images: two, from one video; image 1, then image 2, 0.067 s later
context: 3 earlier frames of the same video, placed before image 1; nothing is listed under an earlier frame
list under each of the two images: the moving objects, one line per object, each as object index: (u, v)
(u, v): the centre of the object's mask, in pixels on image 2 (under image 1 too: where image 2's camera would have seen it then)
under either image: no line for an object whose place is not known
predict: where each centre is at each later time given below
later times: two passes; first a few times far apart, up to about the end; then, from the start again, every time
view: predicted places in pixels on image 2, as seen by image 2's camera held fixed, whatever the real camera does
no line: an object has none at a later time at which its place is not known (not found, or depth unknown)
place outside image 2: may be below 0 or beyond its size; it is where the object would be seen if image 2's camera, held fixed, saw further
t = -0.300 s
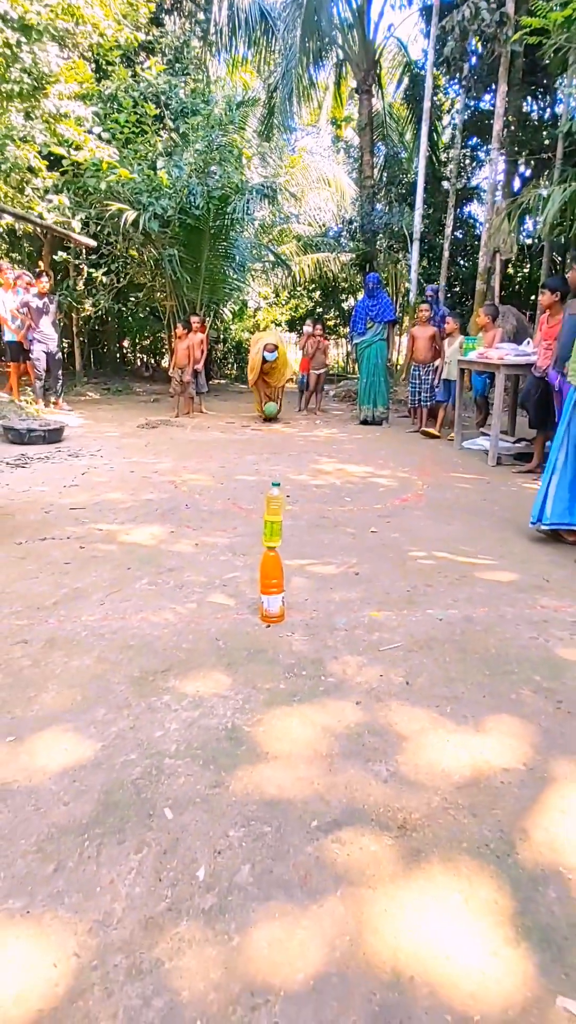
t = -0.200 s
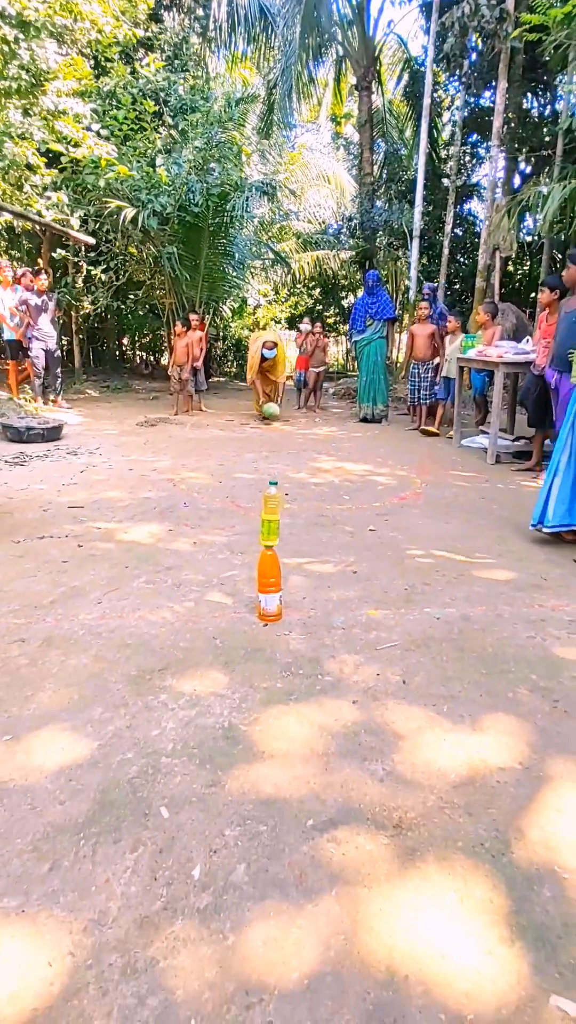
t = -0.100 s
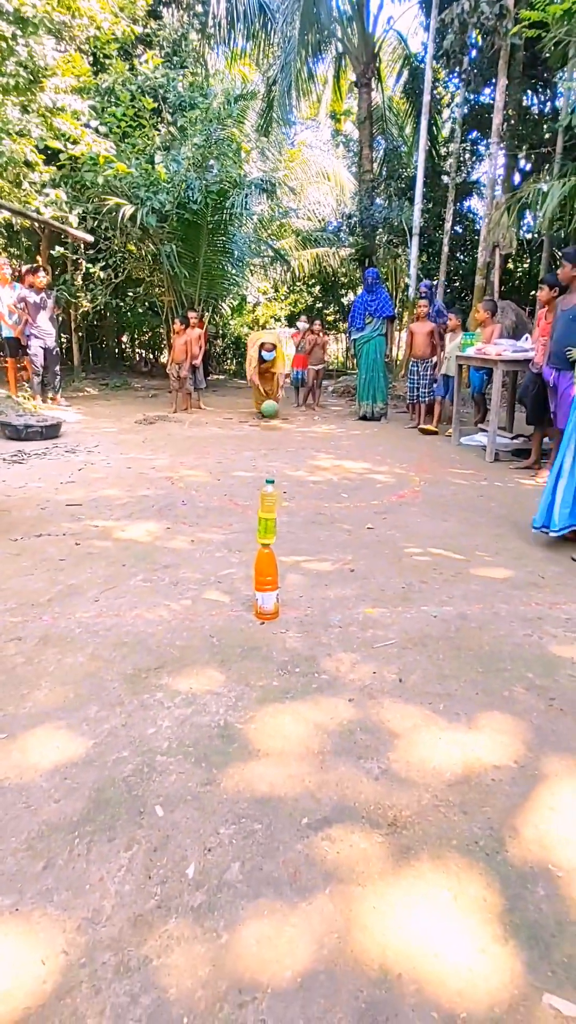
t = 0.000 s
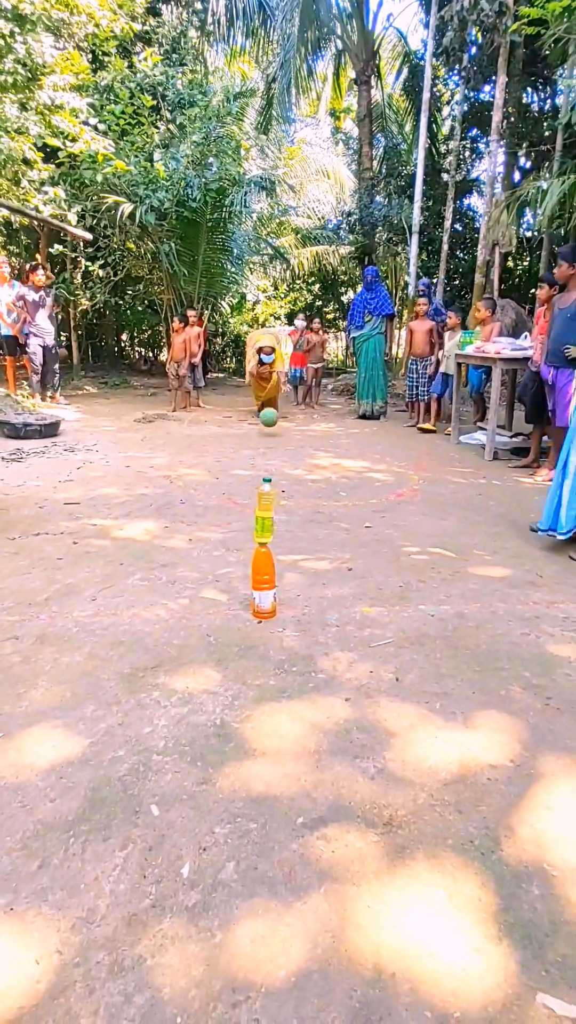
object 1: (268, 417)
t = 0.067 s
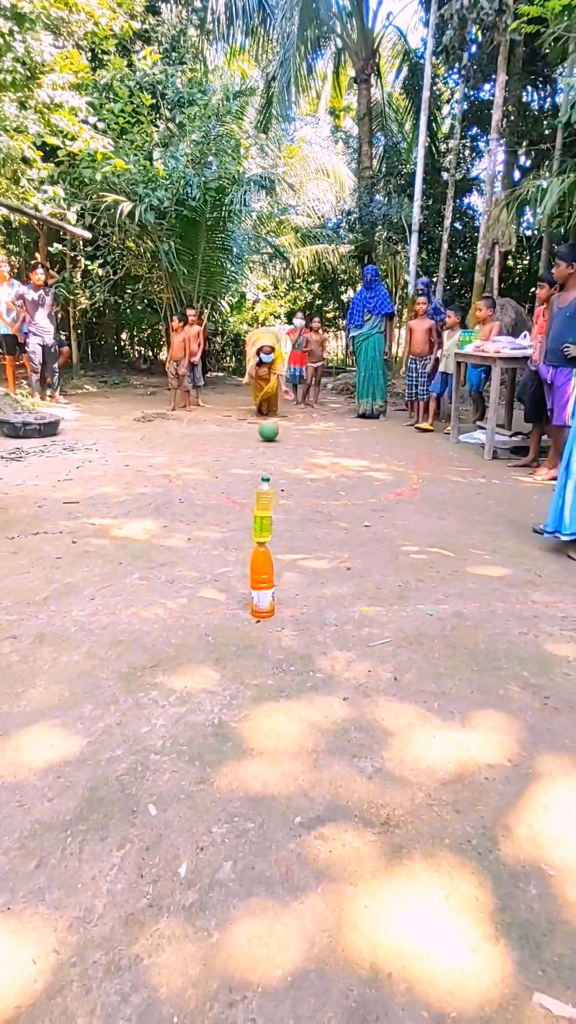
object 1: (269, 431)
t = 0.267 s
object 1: (265, 437)
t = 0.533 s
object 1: (260, 466)
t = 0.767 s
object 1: (245, 490)
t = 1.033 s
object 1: (231, 531)
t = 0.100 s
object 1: (268, 433)
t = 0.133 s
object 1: (267, 432)
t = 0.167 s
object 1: (267, 431)
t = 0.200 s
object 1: (266, 431)
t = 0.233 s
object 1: (266, 433)
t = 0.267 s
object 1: (265, 437)
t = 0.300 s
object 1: (264, 442)
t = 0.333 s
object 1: (263, 449)
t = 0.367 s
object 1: (263, 450)
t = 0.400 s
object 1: (262, 450)
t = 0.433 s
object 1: (261, 452)
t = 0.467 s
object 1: (260, 456)
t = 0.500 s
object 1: (260, 461)
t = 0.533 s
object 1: (260, 466)
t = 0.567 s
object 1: (258, 467)
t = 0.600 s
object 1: (257, 469)
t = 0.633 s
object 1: (255, 474)
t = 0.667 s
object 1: (253, 477)
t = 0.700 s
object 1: (250, 479)
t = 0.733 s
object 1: (246, 485)
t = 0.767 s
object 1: (245, 490)
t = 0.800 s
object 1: (243, 493)
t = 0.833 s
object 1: (241, 498)
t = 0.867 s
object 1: (240, 503)
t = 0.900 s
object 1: (238, 508)
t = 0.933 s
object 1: (236, 514)
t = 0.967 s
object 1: (235, 519)
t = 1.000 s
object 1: (233, 525)
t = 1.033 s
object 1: (231, 531)
